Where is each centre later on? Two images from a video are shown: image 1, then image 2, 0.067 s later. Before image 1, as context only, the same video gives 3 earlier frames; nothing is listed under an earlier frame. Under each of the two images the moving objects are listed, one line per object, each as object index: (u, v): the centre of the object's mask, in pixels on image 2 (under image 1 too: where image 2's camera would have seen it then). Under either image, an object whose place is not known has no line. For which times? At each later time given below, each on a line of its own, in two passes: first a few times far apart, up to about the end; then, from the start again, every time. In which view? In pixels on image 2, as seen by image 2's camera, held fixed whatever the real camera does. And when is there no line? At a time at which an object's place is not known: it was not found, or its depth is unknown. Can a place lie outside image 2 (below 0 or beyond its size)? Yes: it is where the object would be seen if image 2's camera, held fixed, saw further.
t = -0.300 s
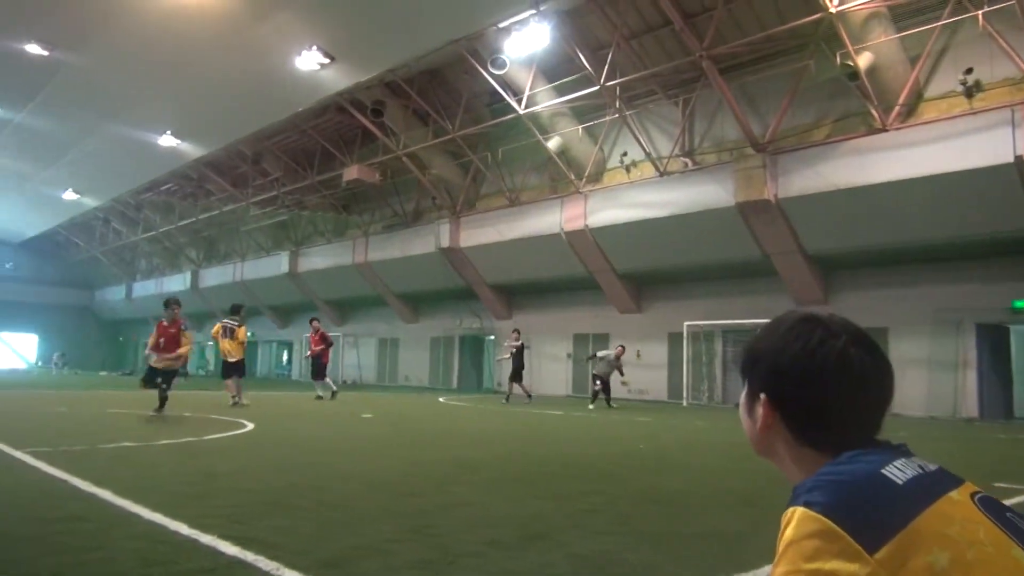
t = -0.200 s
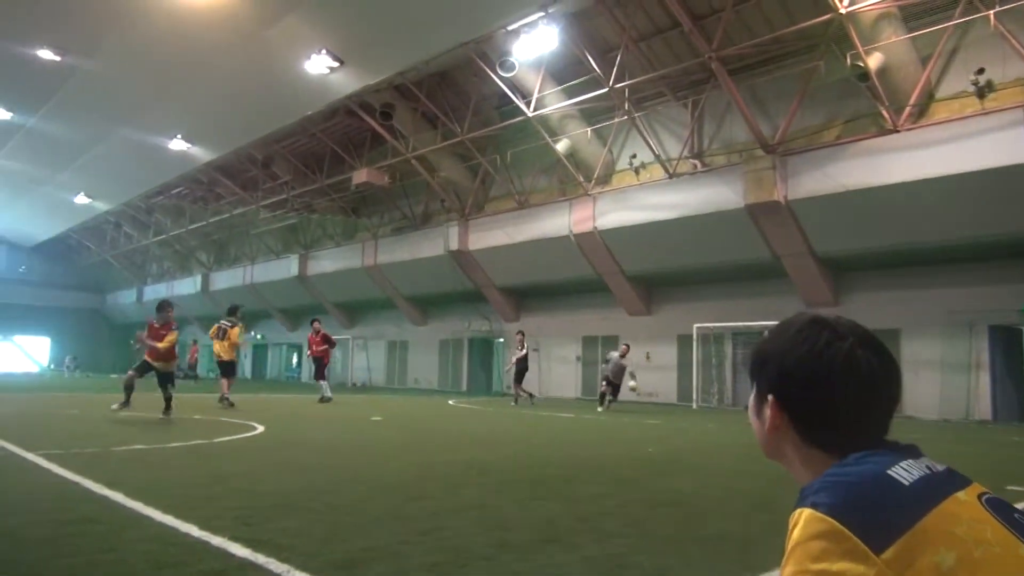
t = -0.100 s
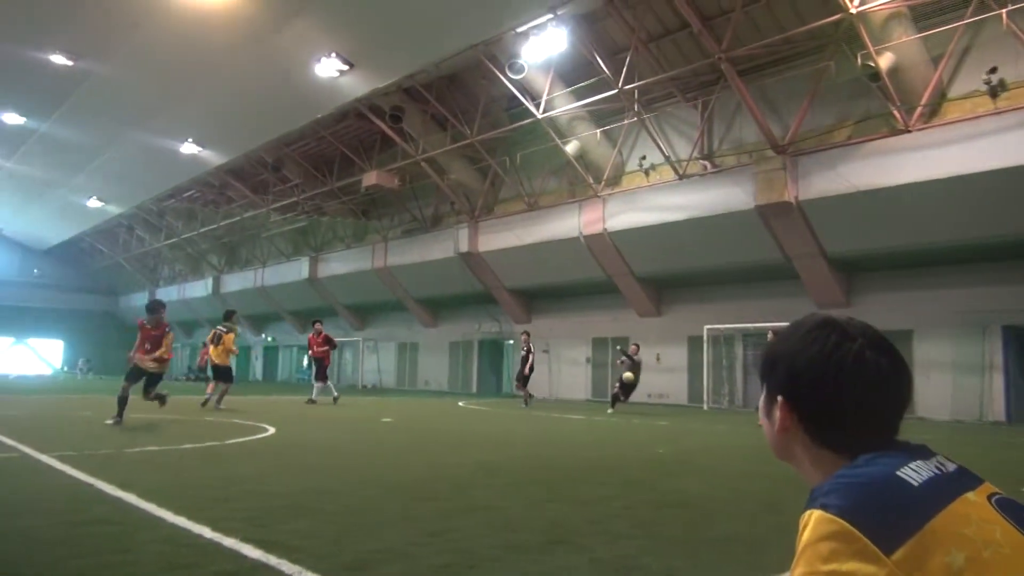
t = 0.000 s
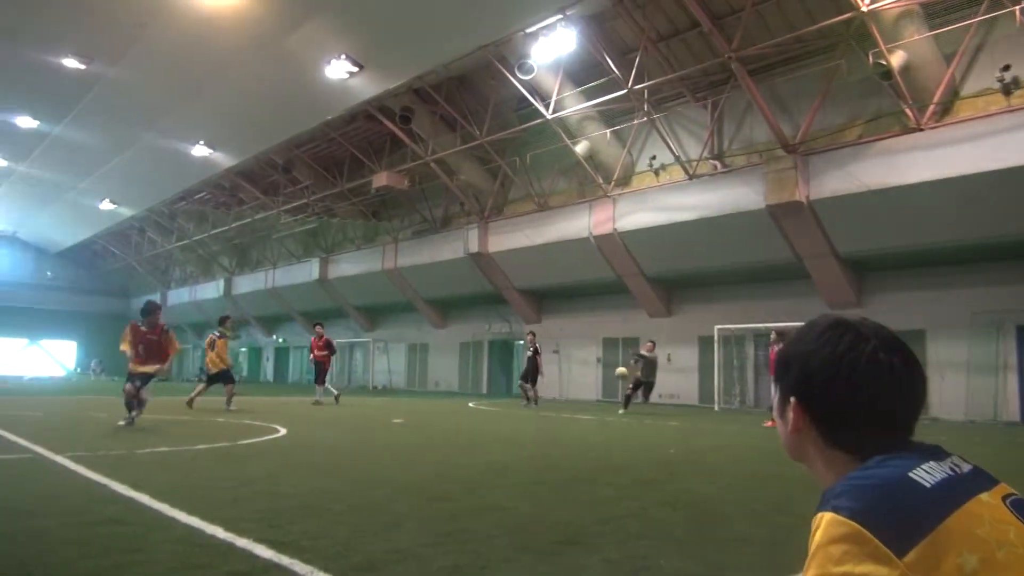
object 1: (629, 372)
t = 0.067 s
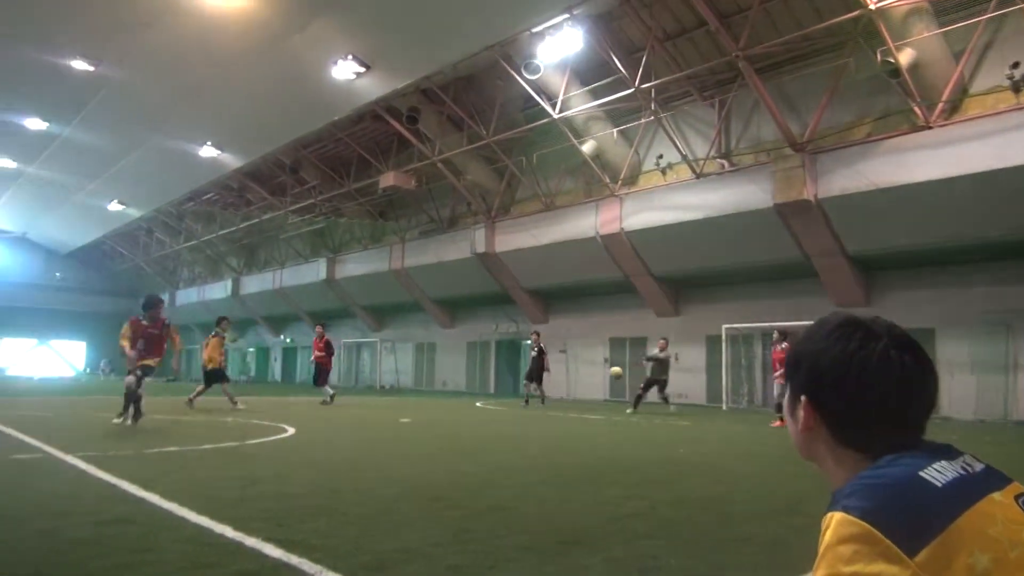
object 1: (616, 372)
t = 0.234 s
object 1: (574, 396)
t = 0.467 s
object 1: (490, 426)
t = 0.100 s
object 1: (608, 375)
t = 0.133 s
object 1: (601, 378)
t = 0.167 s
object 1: (593, 382)
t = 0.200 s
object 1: (584, 388)
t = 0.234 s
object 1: (574, 396)
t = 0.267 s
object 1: (563, 405)
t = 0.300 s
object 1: (551, 416)
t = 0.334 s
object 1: (538, 431)
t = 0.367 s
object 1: (524, 440)
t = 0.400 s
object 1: (514, 435)
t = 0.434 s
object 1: (503, 428)
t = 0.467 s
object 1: (490, 426)
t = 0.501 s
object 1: (477, 423)
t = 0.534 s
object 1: (462, 423)
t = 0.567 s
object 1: (446, 423)
